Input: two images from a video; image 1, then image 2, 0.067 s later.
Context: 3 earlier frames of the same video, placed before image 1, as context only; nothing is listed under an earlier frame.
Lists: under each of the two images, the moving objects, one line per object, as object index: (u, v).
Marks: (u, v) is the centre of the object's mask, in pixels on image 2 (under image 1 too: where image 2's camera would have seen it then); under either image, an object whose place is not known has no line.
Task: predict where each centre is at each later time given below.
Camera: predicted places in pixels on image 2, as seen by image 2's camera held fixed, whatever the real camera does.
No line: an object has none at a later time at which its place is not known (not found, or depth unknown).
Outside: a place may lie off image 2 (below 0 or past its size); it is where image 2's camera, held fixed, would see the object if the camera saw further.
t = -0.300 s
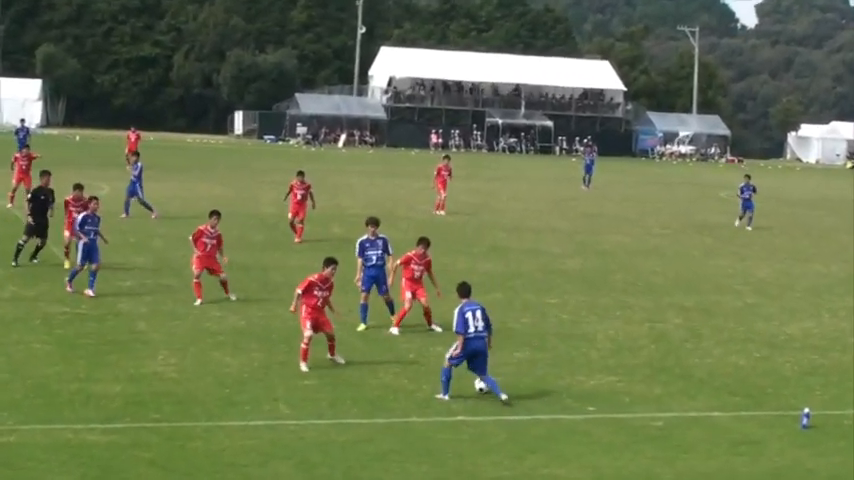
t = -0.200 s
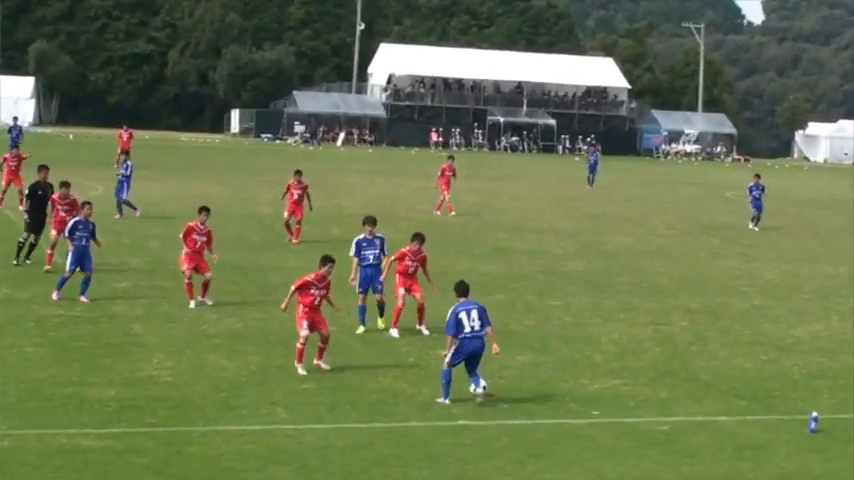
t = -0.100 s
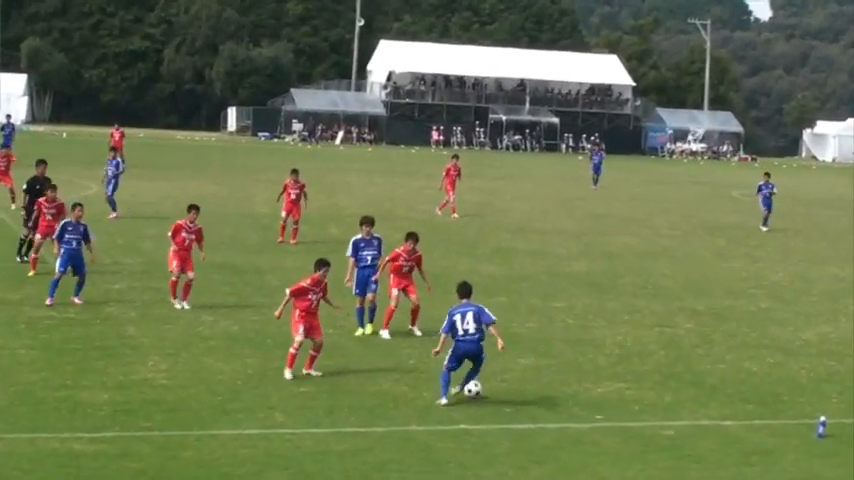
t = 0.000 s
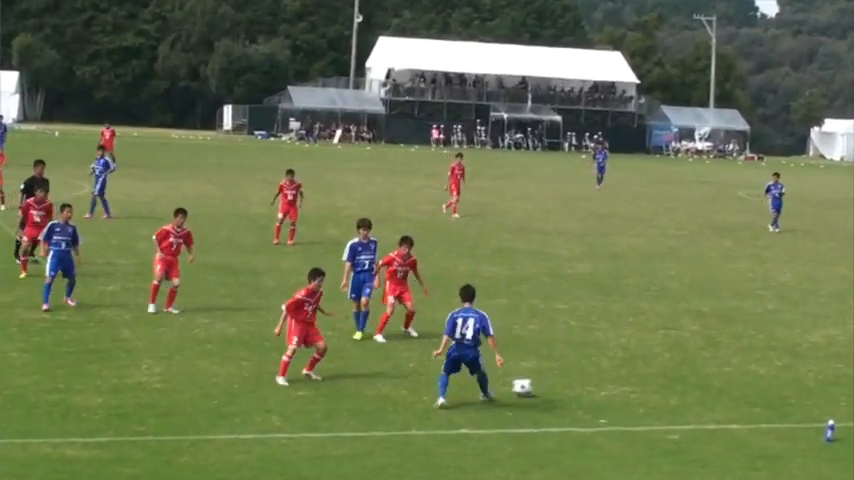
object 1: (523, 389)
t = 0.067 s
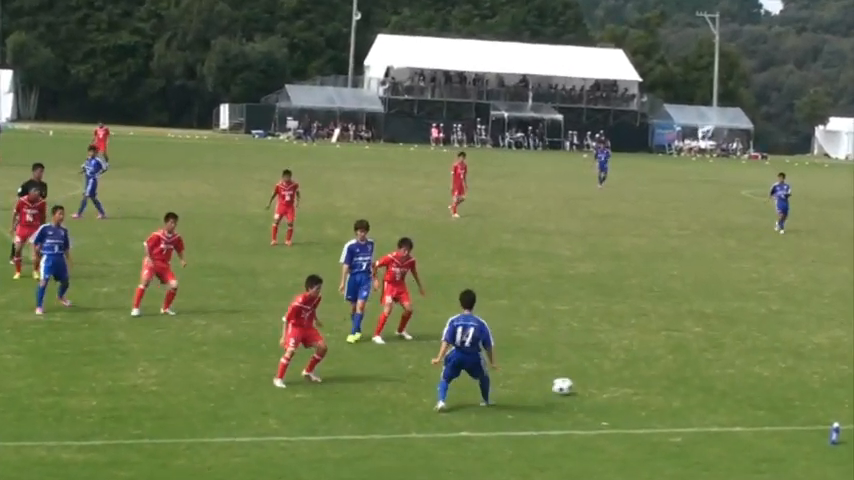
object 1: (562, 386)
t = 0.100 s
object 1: (580, 383)
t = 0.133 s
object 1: (597, 382)
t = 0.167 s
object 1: (614, 380)
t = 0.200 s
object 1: (631, 380)
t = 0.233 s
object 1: (647, 378)
